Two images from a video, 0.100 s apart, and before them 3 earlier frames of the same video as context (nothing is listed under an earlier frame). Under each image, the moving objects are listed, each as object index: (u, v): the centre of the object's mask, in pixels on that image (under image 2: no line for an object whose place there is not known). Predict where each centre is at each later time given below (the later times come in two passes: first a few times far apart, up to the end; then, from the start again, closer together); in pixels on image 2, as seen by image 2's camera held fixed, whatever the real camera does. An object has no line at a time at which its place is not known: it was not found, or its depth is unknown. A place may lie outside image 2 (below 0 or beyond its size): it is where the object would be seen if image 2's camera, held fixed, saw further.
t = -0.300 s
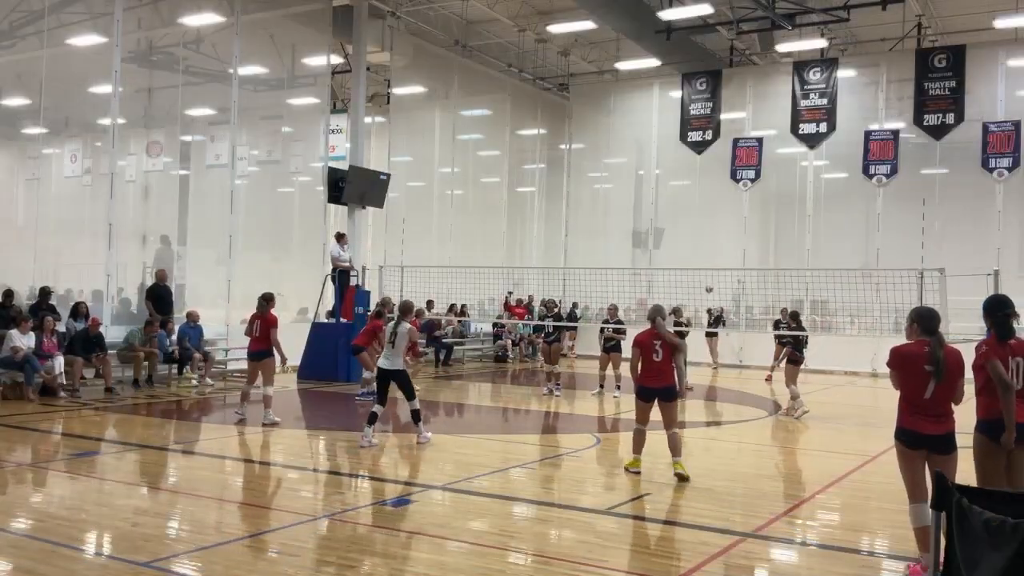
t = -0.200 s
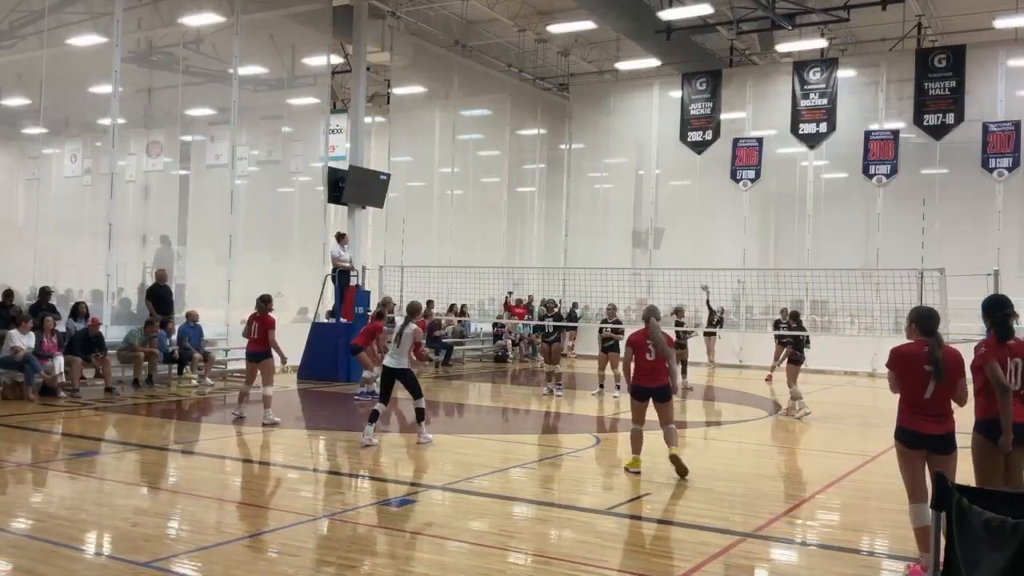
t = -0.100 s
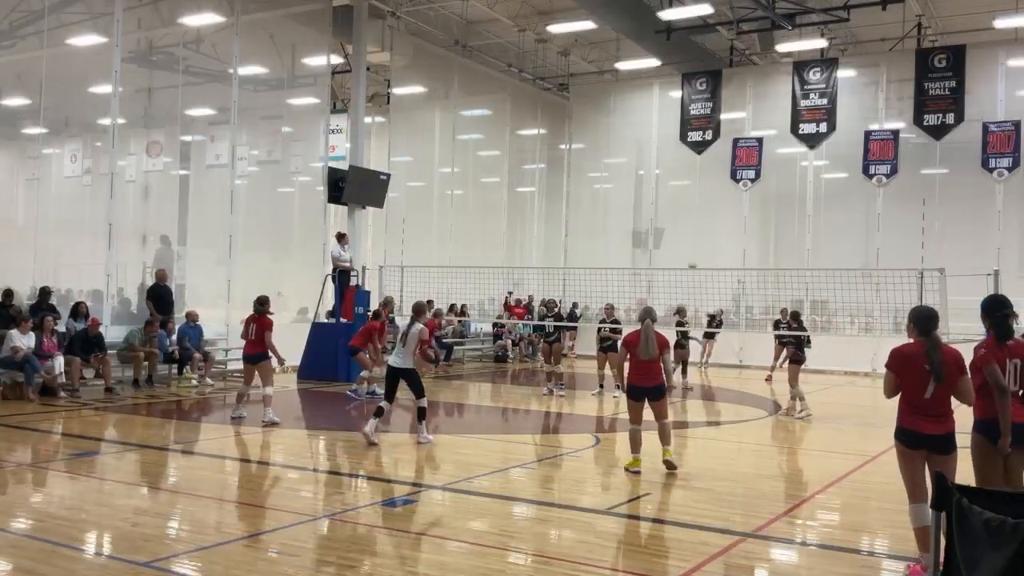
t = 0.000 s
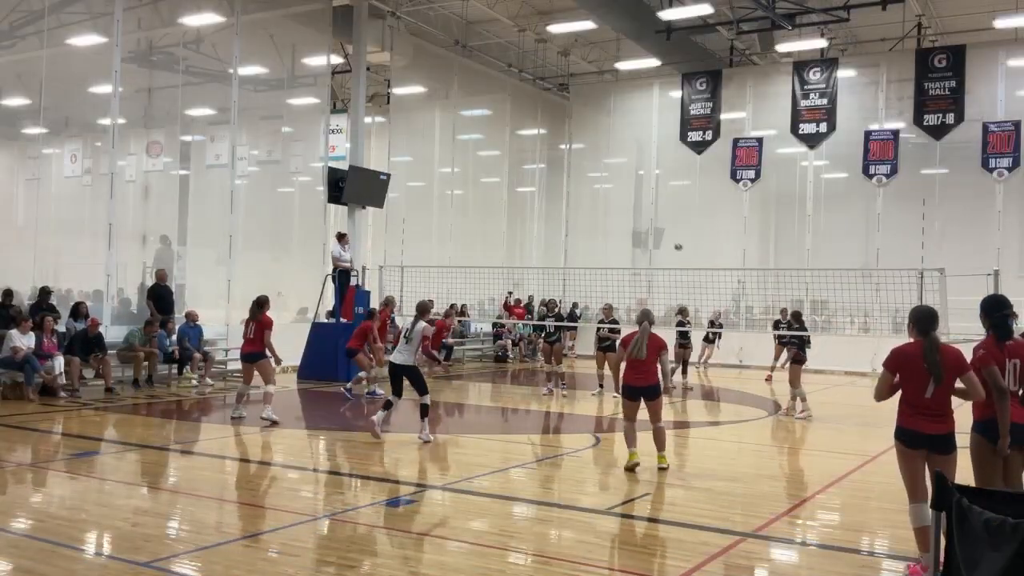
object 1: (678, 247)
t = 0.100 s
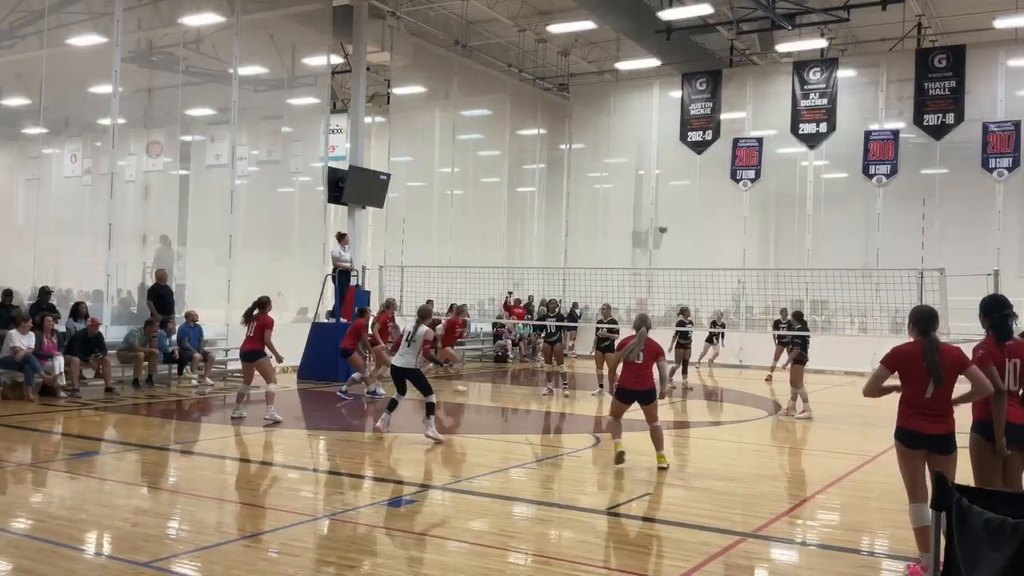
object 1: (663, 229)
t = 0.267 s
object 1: (635, 204)
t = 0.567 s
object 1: (578, 186)
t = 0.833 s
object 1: (507, 214)
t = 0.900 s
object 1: (484, 231)
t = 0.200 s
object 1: (646, 214)
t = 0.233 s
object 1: (641, 209)
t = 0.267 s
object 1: (635, 204)
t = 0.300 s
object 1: (630, 201)
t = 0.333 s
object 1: (624, 197)
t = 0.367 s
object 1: (617, 194)
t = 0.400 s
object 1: (612, 191)
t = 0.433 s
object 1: (605, 189)
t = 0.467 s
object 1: (598, 188)
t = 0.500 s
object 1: (592, 187)
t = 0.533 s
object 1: (585, 186)
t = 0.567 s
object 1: (578, 186)
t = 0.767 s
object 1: (527, 202)
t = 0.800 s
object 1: (517, 208)
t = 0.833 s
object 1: (507, 214)
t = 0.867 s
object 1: (496, 223)
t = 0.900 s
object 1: (484, 231)
